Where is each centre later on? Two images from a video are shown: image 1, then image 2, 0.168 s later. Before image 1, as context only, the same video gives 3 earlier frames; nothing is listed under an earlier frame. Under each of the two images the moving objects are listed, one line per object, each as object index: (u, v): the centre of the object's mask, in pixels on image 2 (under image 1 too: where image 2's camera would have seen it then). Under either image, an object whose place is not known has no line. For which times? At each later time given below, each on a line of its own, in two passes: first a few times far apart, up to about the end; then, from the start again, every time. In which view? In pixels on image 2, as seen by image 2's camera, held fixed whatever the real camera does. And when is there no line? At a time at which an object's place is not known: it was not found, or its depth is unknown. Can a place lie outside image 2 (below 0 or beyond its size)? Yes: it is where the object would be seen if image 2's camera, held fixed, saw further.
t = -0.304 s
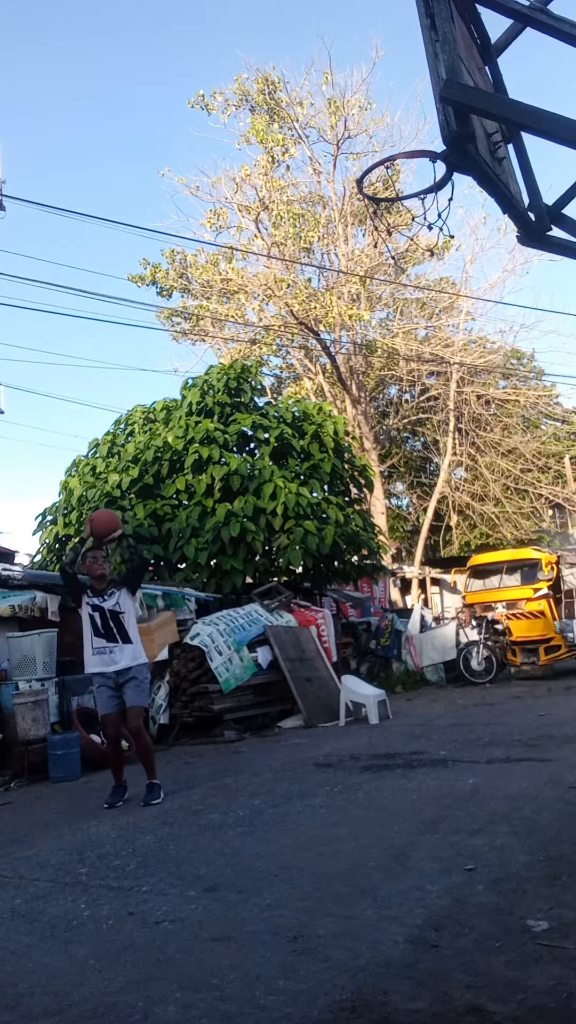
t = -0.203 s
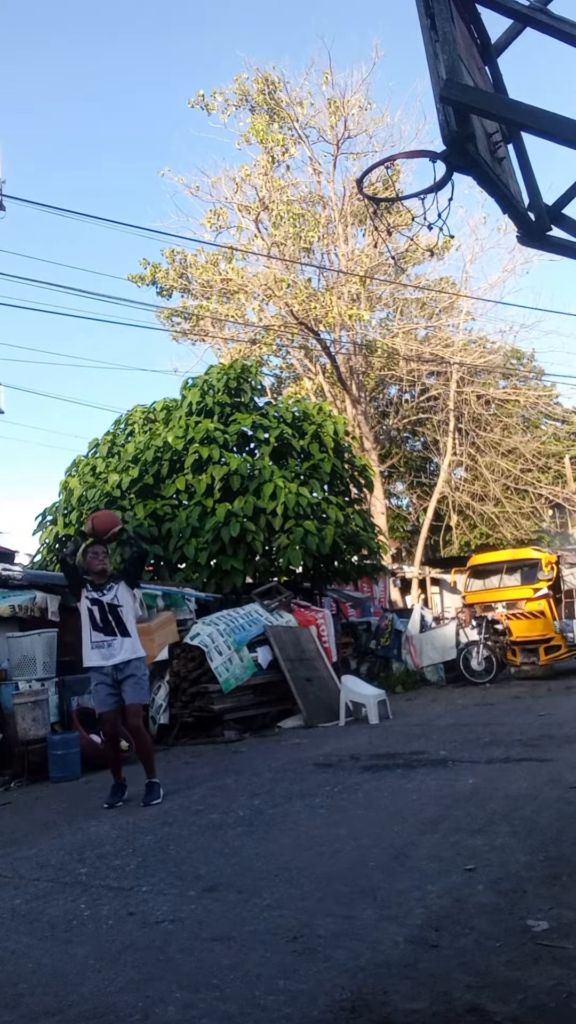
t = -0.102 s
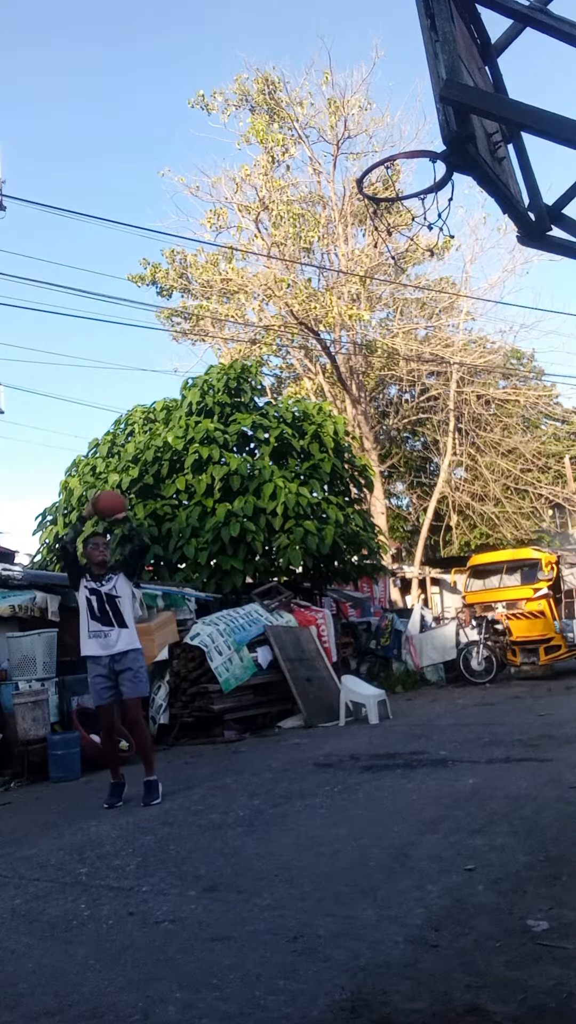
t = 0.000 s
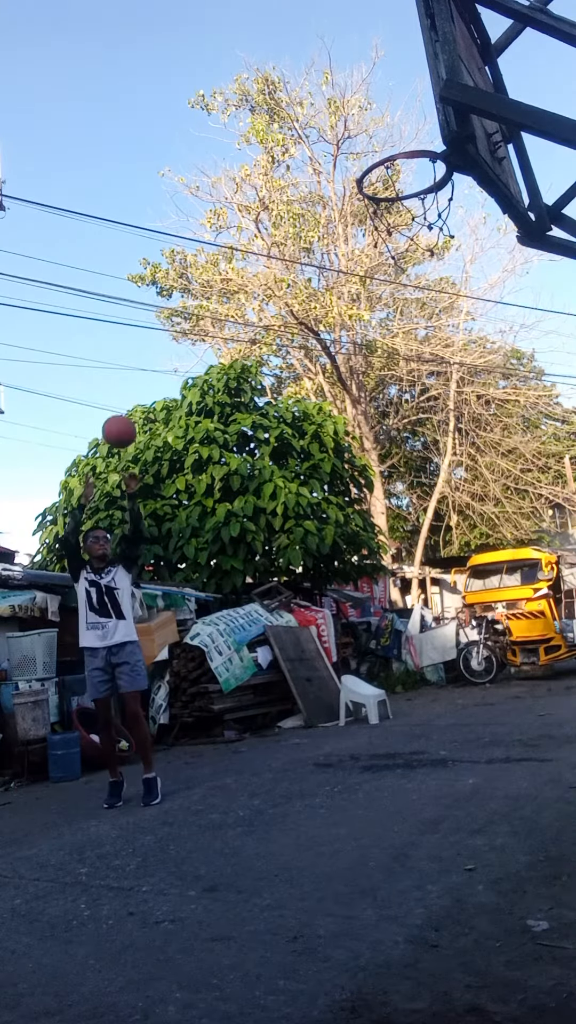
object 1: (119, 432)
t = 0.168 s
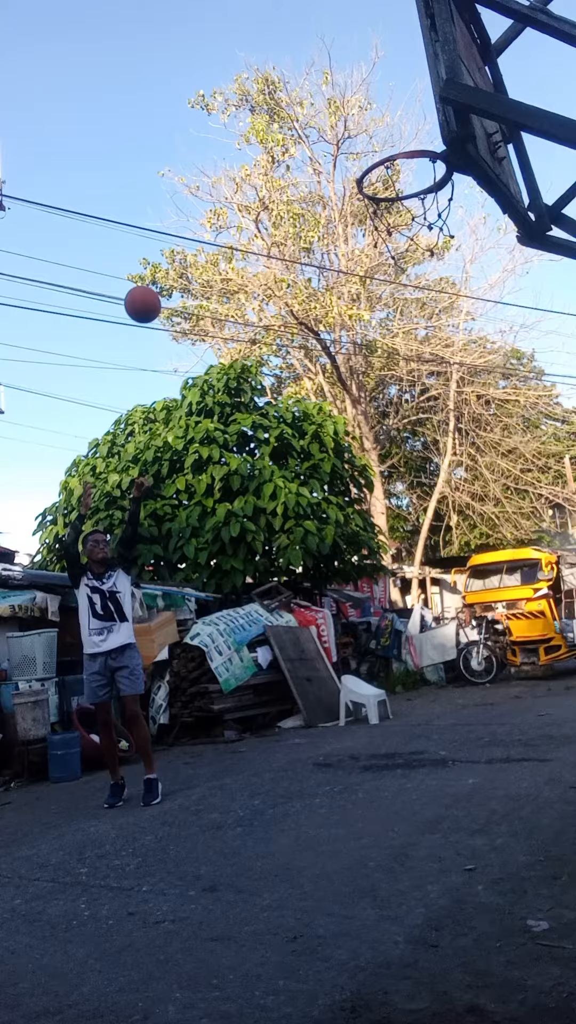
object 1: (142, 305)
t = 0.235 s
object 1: (154, 261)
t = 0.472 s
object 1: (207, 149)
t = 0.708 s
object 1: (290, 115)
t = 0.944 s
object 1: (400, 145)
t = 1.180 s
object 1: (389, 73)
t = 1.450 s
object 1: (310, 214)
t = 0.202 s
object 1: (148, 282)
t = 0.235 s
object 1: (154, 261)
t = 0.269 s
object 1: (160, 241)
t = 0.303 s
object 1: (167, 223)
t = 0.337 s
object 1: (174, 205)
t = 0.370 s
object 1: (181, 189)
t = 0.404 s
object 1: (189, 174)
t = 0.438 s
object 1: (197, 161)
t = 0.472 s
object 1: (207, 149)
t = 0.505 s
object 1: (216, 138)
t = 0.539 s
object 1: (226, 129)
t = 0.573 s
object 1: (237, 122)
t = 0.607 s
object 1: (249, 117)
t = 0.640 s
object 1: (261, 115)
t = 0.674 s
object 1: (275, 114)
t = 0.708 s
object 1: (290, 115)
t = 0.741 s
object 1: (306, 119)
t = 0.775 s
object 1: (322, 126)
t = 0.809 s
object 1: (340, 136)
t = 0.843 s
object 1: (359, 146)
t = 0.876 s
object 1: (381, 166)
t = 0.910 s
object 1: (394, 171)
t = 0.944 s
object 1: (400, 145)
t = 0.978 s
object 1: (405, 120)
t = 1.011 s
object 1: (408, 103)
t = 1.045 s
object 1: (410, 87)
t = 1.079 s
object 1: (412, 74)
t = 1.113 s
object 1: (405, 70)
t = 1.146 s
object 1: (398, 70)
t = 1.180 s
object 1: (389, 73)
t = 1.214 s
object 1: (378, 80)
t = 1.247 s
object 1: (368, 91)
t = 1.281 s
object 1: (358, 105)
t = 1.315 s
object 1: (348, 123)
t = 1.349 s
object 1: (339, 144)
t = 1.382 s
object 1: (330, 165)
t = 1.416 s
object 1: (320, 188)
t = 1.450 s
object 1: (310, 214)
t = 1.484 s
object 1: (300, 244)
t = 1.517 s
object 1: (291, 278)
